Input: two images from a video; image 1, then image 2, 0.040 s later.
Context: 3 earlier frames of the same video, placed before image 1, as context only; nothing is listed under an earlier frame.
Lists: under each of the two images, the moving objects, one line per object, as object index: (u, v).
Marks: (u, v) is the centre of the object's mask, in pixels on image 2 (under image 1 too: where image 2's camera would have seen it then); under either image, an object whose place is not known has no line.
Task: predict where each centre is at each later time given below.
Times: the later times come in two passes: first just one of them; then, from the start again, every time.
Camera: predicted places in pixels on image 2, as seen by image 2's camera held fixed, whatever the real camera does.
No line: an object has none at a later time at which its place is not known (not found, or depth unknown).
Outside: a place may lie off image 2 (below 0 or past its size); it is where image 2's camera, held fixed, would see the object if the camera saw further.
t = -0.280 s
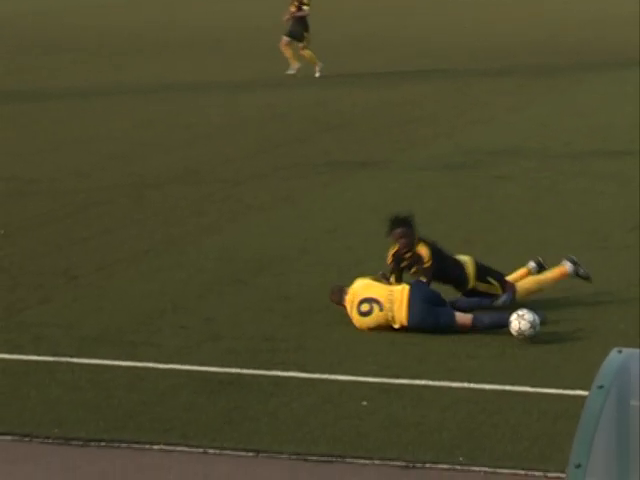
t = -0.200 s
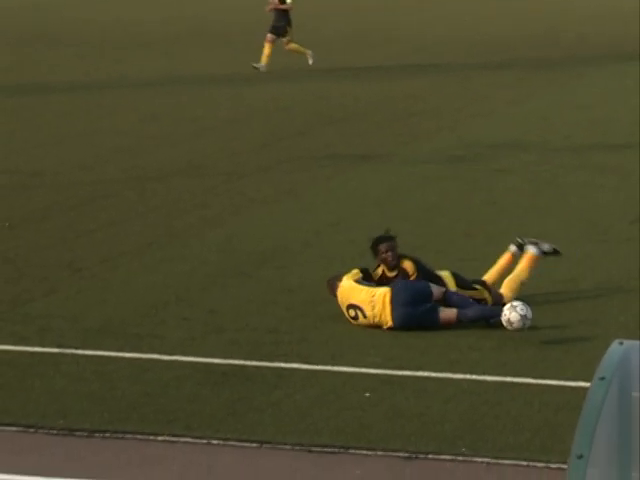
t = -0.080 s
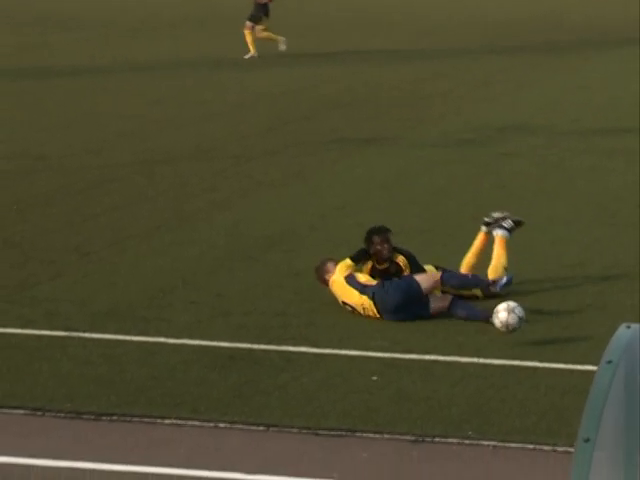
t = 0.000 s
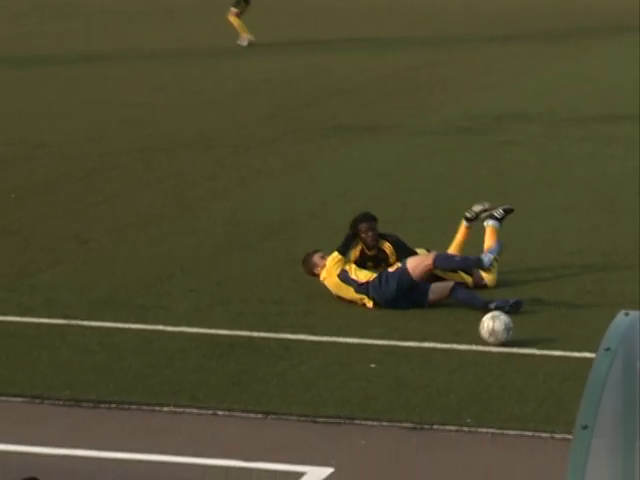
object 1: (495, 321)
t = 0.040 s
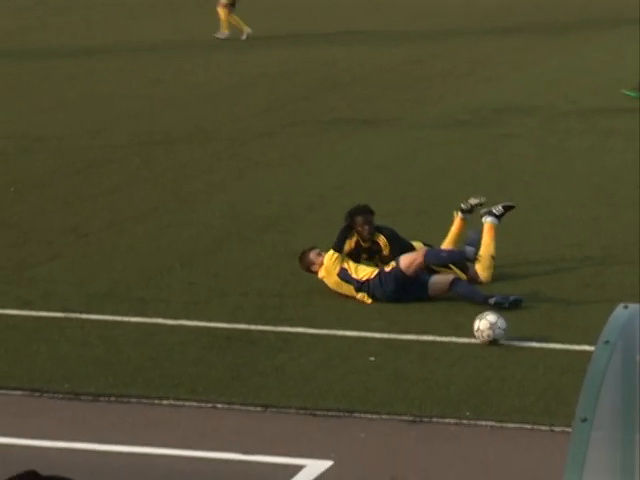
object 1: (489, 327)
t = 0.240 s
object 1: (469, 349)
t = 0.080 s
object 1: (485, 327)
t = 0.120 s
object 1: (481, 329)
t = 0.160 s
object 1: (477, 333)
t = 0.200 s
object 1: (473, 339)
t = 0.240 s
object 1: (469, 349)
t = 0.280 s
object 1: (464, 357)
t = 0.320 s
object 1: (460, 359)
